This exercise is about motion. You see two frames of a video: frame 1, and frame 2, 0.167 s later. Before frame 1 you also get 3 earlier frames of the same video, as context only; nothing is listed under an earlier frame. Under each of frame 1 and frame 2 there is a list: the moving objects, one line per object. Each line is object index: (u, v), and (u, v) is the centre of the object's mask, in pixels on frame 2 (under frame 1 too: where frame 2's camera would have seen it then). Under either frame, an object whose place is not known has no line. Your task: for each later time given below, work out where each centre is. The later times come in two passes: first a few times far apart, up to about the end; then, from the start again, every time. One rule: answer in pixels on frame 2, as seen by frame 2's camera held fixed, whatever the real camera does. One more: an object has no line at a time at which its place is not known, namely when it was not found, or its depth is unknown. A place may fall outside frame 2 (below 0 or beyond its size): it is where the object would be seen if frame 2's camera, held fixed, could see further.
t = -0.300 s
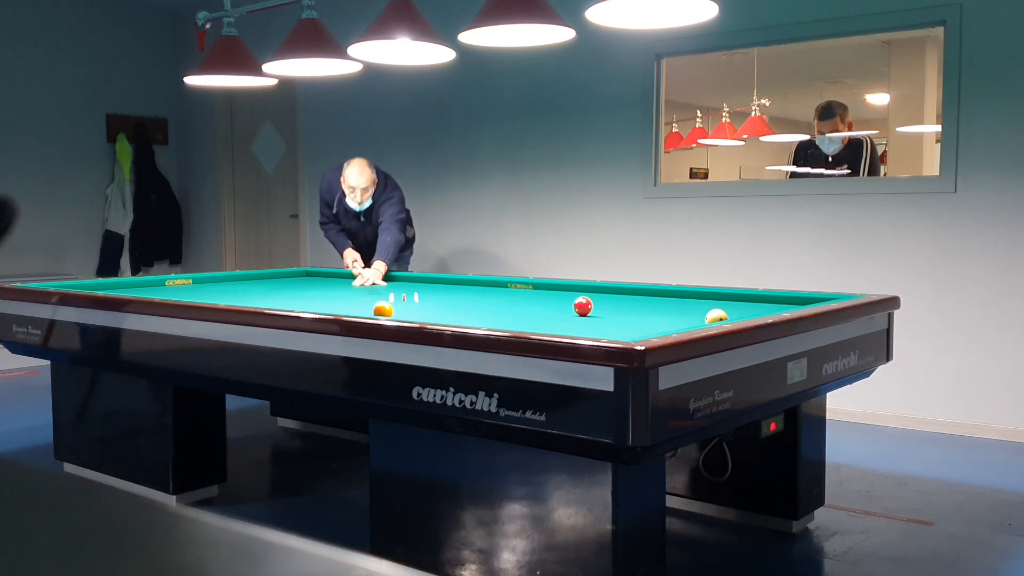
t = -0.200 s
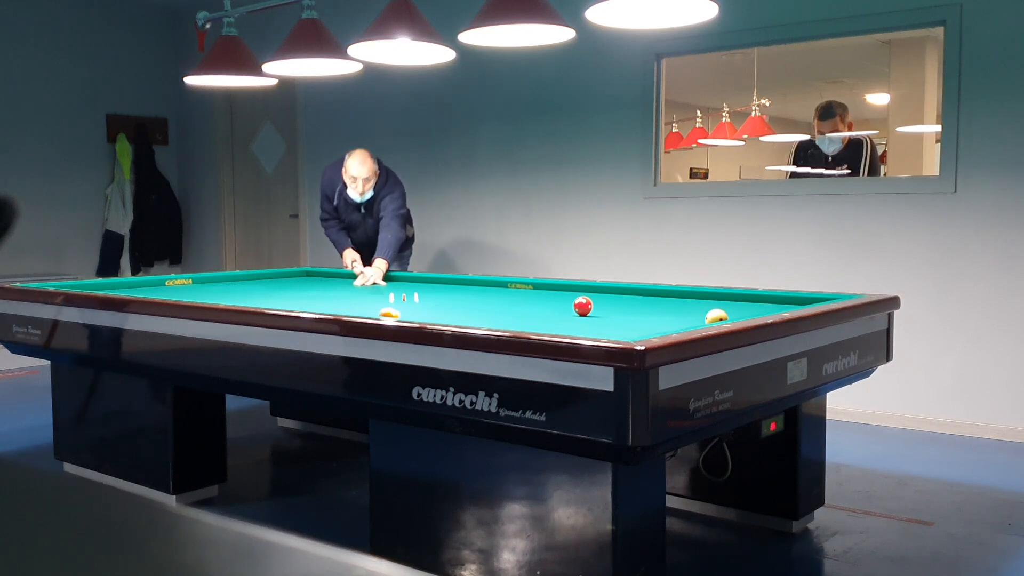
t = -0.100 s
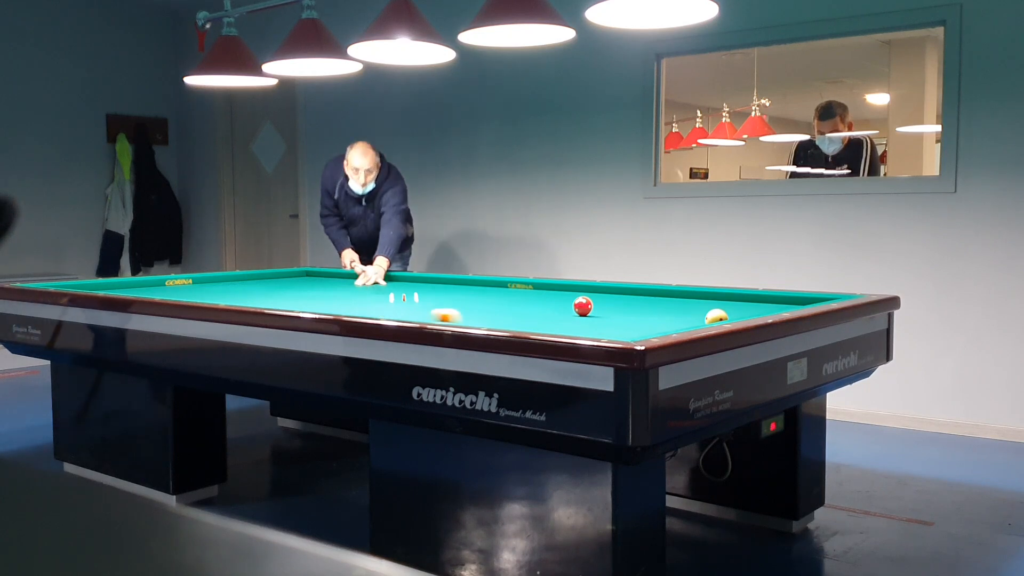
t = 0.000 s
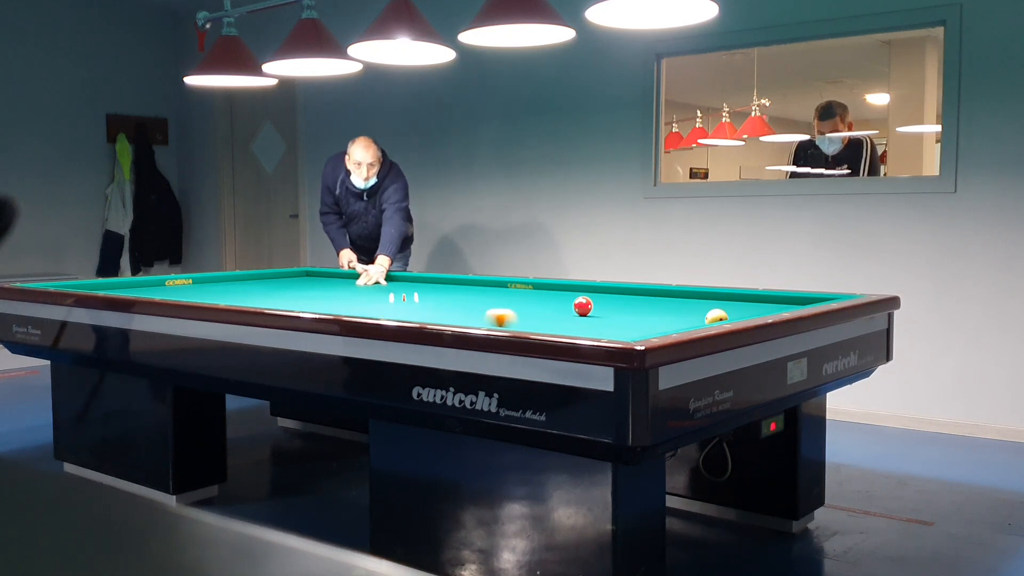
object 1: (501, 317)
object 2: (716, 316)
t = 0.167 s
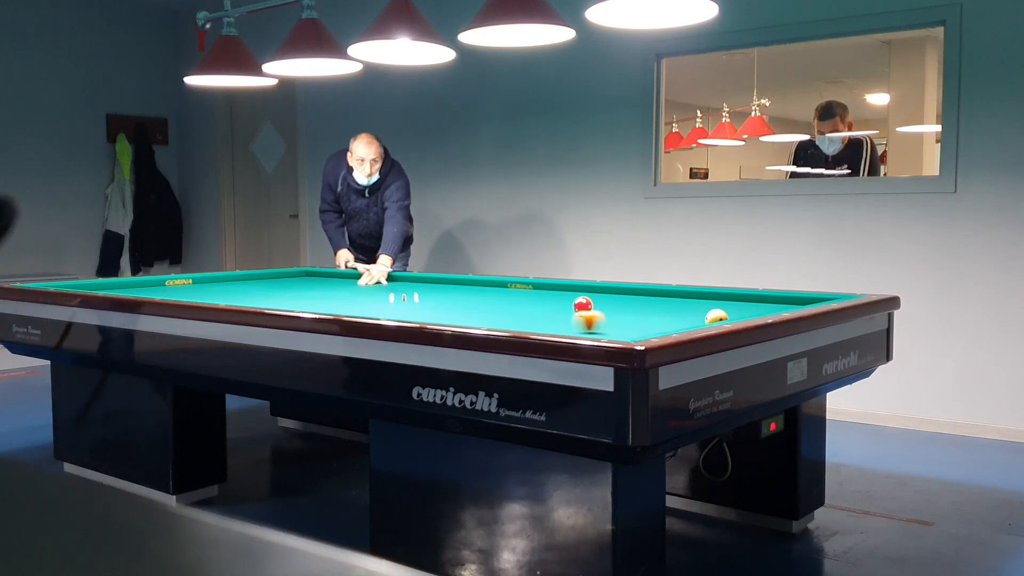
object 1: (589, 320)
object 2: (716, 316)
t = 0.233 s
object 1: (624, 320)
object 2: (716, 316)
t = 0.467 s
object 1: (694, 318)
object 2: (721, 315)
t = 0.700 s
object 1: (644, 317)
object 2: (738, 311)
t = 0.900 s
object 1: (611, 314)
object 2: (750, 307)
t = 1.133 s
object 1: (577, 311)
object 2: (763, 304)
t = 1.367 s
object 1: (545, 309)
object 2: (774, 300)
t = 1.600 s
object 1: (515, 306)
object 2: (784, 297)
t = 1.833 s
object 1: (487, 304)
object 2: (770, 298)
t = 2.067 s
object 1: (462, 302)
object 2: (756, 300)
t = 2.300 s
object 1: (438, 300)
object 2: (741, 301)
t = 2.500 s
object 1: (418, 298)
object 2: (729, 303)
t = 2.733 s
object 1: (397, 297)
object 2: (715, 304)
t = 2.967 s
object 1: (377, 295)
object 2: (701, 305)
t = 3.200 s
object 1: (358, 293)
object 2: (688, 307)
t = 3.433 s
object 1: (340, 292)
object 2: (674, 308)
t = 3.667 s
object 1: (323, 291)
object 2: (661, 309)
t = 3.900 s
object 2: (648, 311)
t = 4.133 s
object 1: (291, 289)
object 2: (635, 312)
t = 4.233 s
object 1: (285, 288)
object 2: (630, 312)
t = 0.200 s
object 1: (607, 320)
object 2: (716, 316)
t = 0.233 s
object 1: (624, 320)
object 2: (716, 316)
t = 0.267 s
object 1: (643, 321)
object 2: (716, 316)
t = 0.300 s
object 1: (661, 321)
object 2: (716, 316)
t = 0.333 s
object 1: (679, 320)
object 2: (716, 316)
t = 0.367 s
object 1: (695, 319)
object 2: (716, 316)
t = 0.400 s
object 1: (713, 317)
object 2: (718, 315)
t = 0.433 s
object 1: (701, 318)
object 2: (719, 315)
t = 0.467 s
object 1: (694, 318)
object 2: (721, 315)
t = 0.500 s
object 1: (684, 319)
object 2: (724, 314)
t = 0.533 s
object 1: (676, 319)
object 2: (727, 313)
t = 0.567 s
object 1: (668, 318)
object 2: (730, 312)
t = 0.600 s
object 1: (661, 318)
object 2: (732, 312)
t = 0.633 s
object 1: (655, 318)
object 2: (734, 311)
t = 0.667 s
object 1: (649, 317)
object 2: (736, 311)
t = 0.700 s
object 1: (644, 317)
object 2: (738, 311)
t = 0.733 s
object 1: (638, 316)
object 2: (740, 310)
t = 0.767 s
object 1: (632, 316)
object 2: (742, 309)
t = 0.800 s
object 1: (627, 315)
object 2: (744, 309)
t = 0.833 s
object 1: (622, 315)
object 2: (746, 308)
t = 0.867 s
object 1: (617, 315)
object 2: (748, 308)
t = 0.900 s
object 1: (611, 314)
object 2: (750, 307)
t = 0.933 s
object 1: (607, 314)
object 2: (752, 307)
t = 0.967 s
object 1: (602, 313)
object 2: (754, 306)
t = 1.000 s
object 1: (596, 313)
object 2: (756, 306)
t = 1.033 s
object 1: (591, 313)
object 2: (758, 305)
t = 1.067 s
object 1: (586, 312)
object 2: (759, 305)
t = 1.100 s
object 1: (581, 312)
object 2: (761, 304)
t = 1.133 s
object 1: (577, 311)
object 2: (763, 304)
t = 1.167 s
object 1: (572, 311)
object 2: (764, 304)
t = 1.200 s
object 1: (567, 310)
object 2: (766, 303)
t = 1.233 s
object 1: (563, 310)
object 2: (768, 302)
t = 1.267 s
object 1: (558, 310)
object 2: (769, 302)
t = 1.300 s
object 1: (554, 309)
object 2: (771, 302)
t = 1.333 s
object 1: (549, 309)
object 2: (773, 301)
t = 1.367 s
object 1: (545, 309)
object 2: (774, 300)
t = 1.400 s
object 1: (541, 308)
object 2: (776, 300)
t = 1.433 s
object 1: (536, 308)
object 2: (777, 299)
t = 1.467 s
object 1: (532, 308)
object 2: (779, 299)
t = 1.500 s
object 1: (528, 307)
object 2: (780, 298)
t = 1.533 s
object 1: (524, 307)
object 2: (782, 298)
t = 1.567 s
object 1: (519, 306)
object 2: (783, 298)
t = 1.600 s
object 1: (515, 306)
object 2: (784, 297)
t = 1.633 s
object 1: (511, 306)
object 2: (783, 297)
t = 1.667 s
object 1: (507, 305)
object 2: (780, 297)
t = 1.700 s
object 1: (503, 305)
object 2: (778, 298)
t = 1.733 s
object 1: (499, 305)
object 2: (776, 298)
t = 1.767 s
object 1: (495, 305)
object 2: (774, 298)
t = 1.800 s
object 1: (491, 304)
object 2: (772, 298)
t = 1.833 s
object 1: (487, 304)
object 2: (770, 298)
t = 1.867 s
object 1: (484, 303)
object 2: (768, 299)
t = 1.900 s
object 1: (480, 303)
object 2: (766, 299)
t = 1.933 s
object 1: (476, 303)
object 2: (764, 299)
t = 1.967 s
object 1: (472, 303)
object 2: (762, 299)
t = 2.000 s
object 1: (469, 302)
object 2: (760, 299)
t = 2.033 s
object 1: (465, 302)
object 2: (758, 299)
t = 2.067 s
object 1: (462, 302)
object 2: (756, 300)
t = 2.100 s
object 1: (458, 302)
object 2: (754, 300)
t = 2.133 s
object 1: (455, 301)
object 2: (751, 300)
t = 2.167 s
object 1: (451, 301)
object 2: (749, 300)
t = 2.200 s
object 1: (448, 301)
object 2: (747, 300)
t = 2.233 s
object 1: (444, 300)
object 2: (745, 301)
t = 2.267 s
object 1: (441, 300)
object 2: (743, 301)
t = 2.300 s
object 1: (438, 300)
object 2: (741, 301)
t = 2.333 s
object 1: (435, 300)
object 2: (739, 301)
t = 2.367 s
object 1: (431, 299)
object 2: (737, 302)
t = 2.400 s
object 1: (428, 299)
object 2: (735, 302)
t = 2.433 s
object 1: (425, 299)
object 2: (733, 302)
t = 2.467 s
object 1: (422, 298)
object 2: (731, 302)
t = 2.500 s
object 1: (418, 298)
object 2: (729, 303)
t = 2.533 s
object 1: (416, 298)
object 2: (727, 303)
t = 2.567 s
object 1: (412, 298)
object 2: (725, 303)
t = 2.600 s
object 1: (409, 298)
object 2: (723, 303)
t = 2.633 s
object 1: (406, 297)
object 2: (721, 303)
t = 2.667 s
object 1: (403, 297)
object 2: (719, 303)
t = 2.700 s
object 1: (401, 297)
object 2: (717, 304)
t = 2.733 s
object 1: (397, 297)
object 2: (715, 304)
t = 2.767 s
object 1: (395, 297)
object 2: (713, 304)
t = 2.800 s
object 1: (391, 296)
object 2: (711, 304)
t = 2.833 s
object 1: (388, 296)
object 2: (709, 305)
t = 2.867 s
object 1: (385, 296)
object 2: (707, 305)
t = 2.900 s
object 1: (383, 296)
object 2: (705, 305)
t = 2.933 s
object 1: (380, 295)
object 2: (703, 305)
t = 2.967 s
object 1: (377, 295)
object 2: (701, 305)
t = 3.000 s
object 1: (374, 295)
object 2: (699, 306)
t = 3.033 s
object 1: (372, 295)
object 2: (697, 306)
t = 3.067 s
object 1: (369, 294)
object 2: (695, 306)
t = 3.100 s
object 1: (366, 294)
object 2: (693, 306)
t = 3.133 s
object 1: (363, 294)
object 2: (692, 306)
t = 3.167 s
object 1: (361, 294)
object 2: (690, 306)
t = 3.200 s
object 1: (358, 293)
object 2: (688, 307)
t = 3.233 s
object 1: (355, 293)
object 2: (686, 307)
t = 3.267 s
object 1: (353, 293)
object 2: (684, 307)
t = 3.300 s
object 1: (350, 293)
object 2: (682, 307)
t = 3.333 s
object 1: (348, 293)
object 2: (680, 308)
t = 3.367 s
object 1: (345, 292)
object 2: (678, 308)
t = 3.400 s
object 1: (343, 293)
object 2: (676, 308)
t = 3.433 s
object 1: (340, 292)
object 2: (674, 308)
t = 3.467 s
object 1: (338, 292)
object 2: (672, 308)
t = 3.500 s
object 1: (335, 292)
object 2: (671, 308)
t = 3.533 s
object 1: (333, 292)
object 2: (669, 309)
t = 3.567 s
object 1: (330, 291)
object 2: (667, 309)
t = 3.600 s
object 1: (328, 291)
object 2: (665, 309)
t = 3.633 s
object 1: (326, 291)
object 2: (663, 309)
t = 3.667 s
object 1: (323, 291)
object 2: (661, 309)
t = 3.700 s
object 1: (321, 291)
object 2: (659, 310)
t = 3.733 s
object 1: (323, 289)
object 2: (657, 310)
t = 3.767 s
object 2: (656, 310)
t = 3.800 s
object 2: (654, 310)
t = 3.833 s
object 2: (652, 310)
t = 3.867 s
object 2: (650, 311)
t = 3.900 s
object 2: (648, 311)
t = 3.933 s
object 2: (646, 311)
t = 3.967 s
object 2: (645, 311)
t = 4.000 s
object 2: (643, 311)
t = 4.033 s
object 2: (641, 312)
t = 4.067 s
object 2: (639, 312)
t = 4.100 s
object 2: (637, 312)
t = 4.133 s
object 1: (291, 289)
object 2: (635, 312)
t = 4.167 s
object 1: (289, 289)
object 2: (634, 312)
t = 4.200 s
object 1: (287, 288)
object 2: (632, 312)
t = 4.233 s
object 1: (285, 288)
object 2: (630, 312)
